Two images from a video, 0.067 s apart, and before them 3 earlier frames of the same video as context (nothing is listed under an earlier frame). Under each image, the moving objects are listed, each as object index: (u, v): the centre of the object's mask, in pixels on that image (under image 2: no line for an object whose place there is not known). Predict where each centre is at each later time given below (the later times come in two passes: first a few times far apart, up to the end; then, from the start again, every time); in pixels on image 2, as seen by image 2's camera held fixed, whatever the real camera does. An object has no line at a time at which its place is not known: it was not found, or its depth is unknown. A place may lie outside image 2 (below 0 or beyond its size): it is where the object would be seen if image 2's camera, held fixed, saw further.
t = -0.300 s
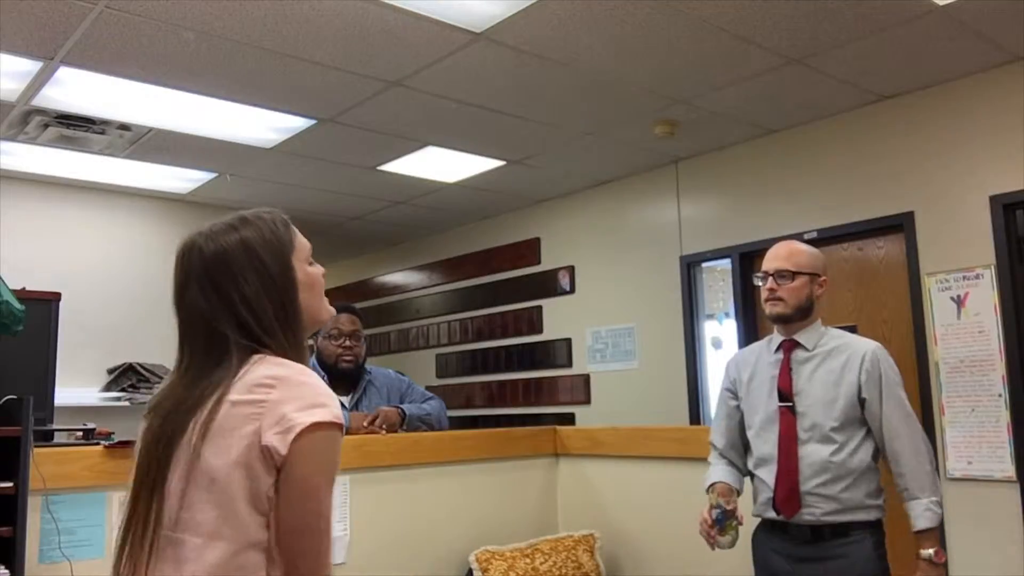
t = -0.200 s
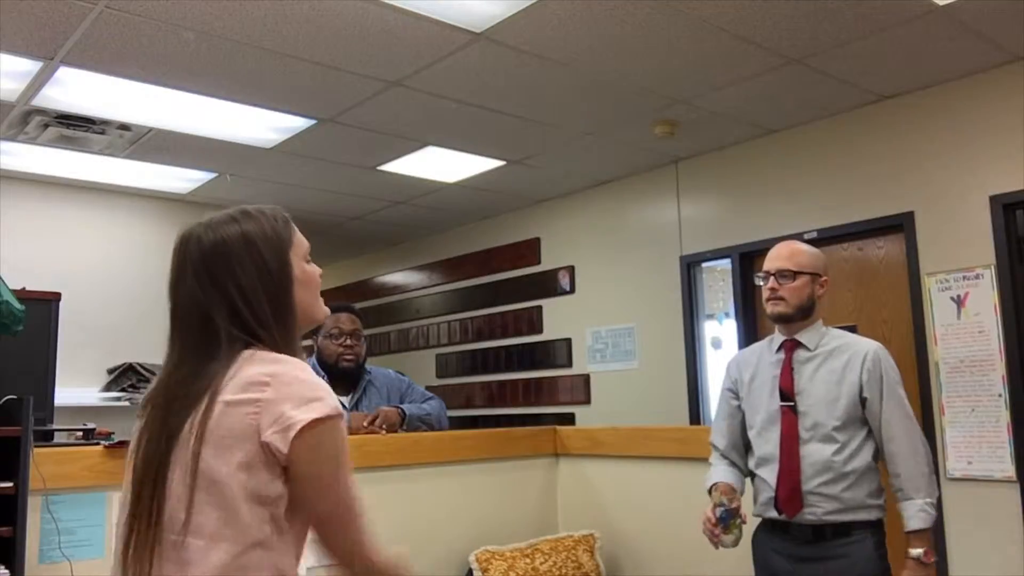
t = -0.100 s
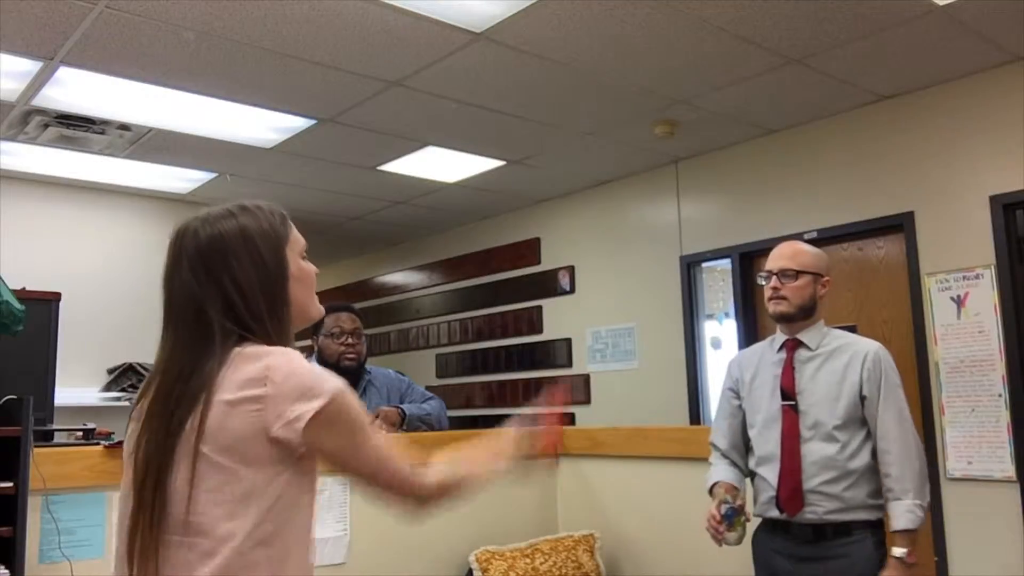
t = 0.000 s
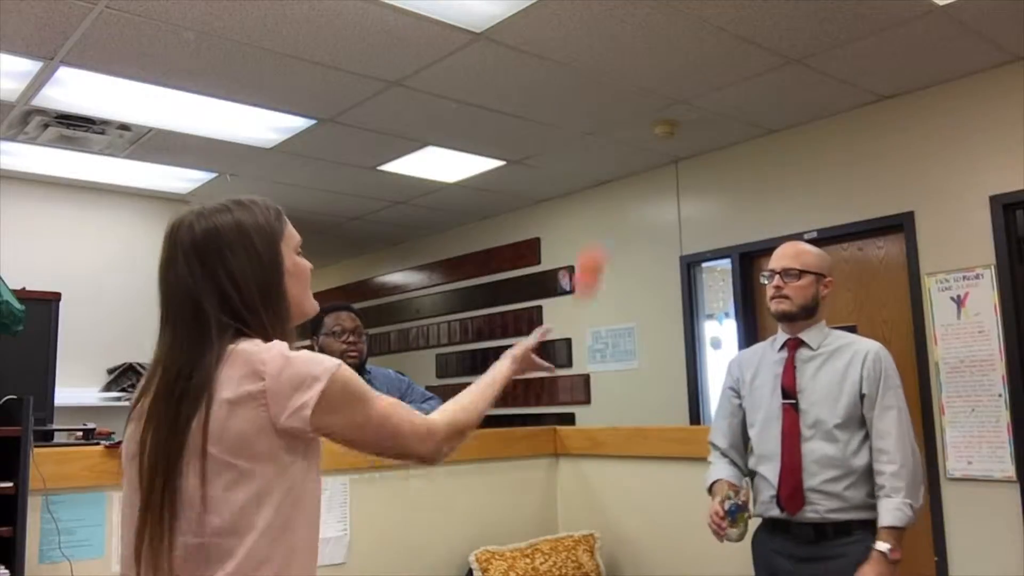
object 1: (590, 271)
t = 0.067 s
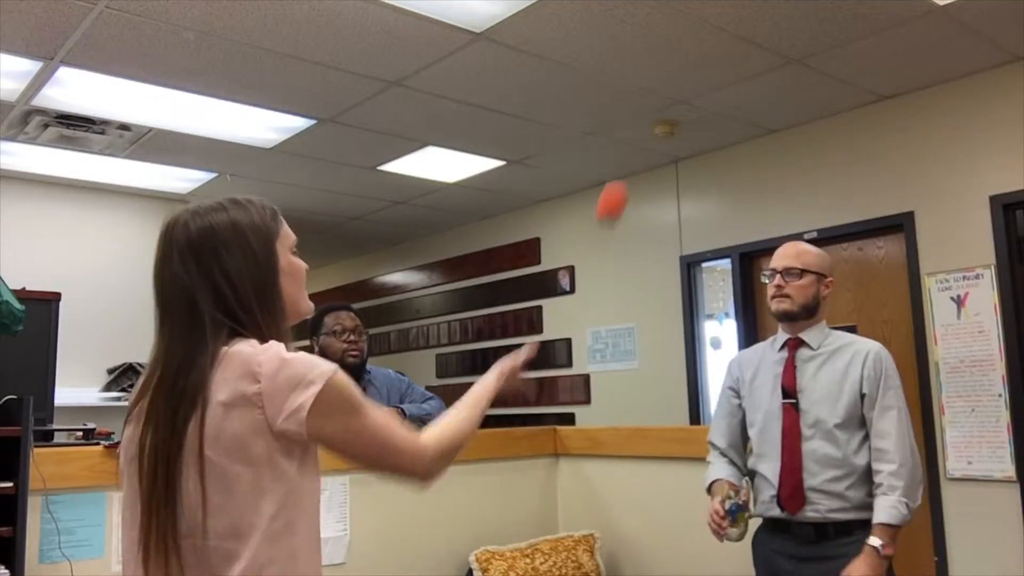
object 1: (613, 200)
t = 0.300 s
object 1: (689, 132)
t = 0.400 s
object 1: (721, 169)
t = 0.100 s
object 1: (624, 176)
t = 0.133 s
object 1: (635, 157)
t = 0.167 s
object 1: (647, 142)
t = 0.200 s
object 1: (657, 134)
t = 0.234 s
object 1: (667, 129)
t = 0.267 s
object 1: (679, 128)
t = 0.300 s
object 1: (689, 132)
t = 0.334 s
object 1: (700, 140)
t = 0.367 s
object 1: (710, 151)
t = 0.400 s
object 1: (721, 169)
